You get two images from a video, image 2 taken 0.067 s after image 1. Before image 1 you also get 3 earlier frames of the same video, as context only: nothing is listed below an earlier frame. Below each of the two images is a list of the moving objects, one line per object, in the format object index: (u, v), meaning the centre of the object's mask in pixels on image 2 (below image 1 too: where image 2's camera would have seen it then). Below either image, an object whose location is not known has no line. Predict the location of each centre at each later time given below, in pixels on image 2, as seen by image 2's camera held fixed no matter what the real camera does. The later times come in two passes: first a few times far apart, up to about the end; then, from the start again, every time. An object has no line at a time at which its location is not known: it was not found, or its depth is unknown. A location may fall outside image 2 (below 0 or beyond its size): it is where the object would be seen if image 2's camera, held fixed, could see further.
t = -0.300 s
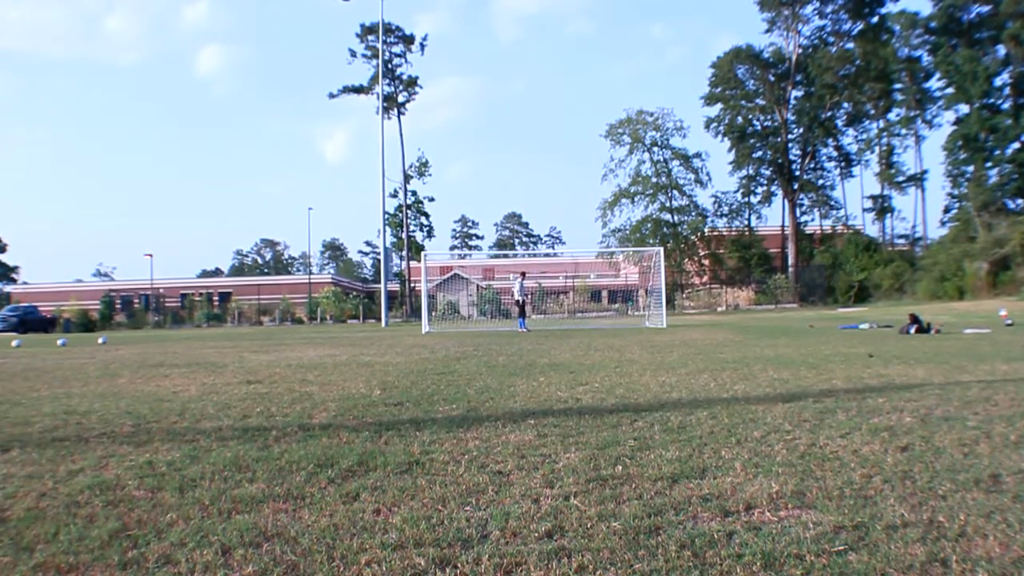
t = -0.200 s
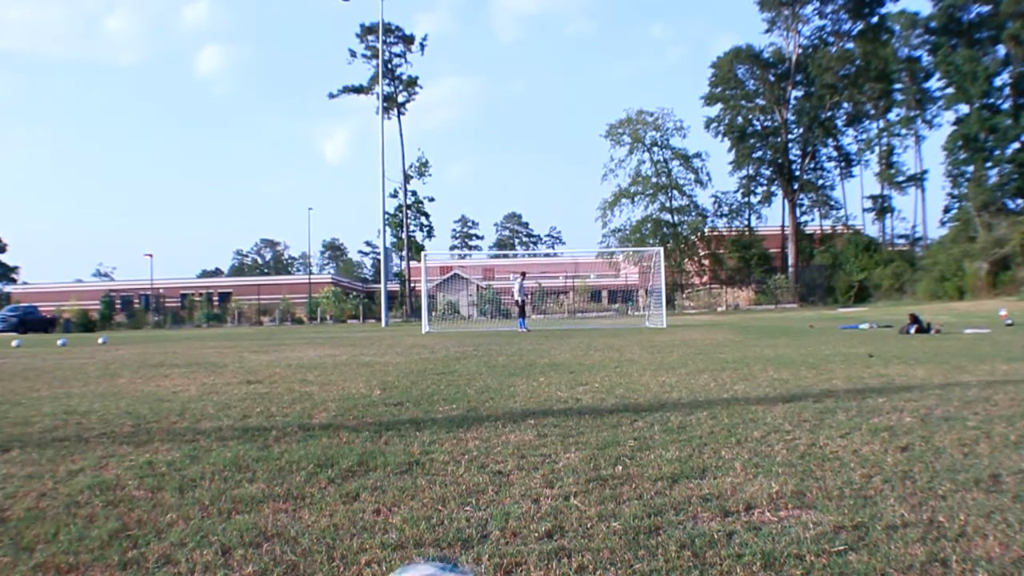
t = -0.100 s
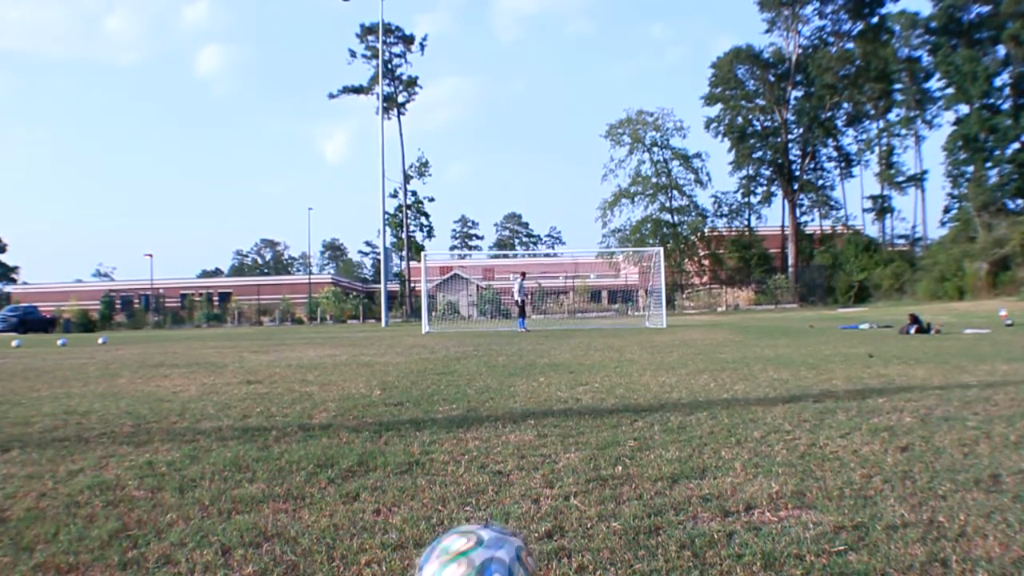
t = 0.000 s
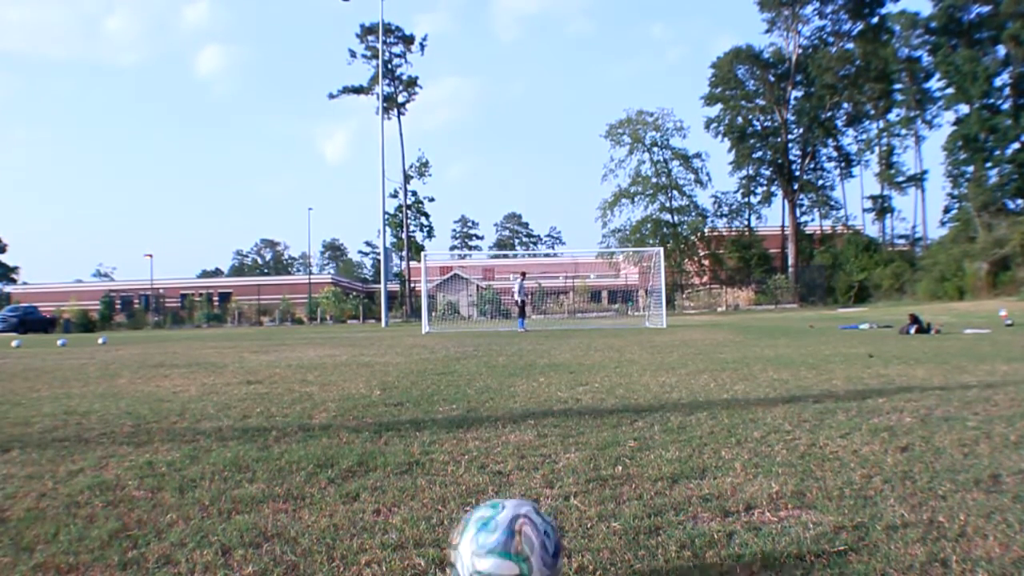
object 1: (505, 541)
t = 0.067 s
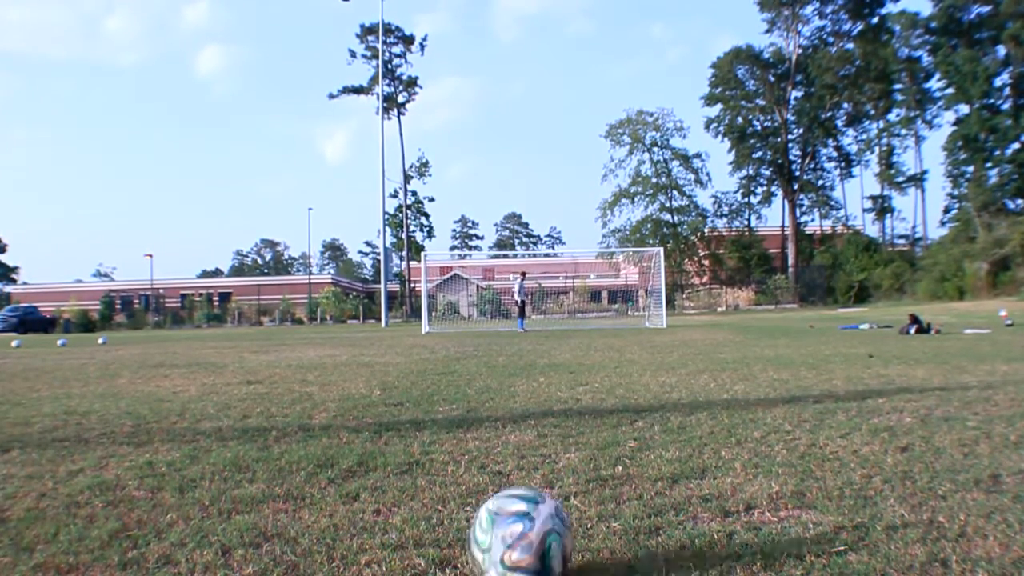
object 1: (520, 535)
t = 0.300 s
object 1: (561, 497)
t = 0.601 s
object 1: (587, 461)
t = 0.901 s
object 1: (606, 444)
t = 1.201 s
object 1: (621, 432)
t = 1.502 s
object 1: (643, 422)
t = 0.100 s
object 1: (527, 530)
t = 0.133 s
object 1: (533, 525)
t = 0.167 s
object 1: (539, 518)
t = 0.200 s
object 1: (545, 510)
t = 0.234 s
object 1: (551, 504)
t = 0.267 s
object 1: (556, 500)
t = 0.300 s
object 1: (561, 497)
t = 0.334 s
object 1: (564, 488)
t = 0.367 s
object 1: (568, 482)
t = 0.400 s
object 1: (570, 476)
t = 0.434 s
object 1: (574, 475)
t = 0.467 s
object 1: (577, 476)
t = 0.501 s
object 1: (579, 474)
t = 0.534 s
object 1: (582, 468)
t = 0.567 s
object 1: (585, 463)
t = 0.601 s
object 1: (587, 461)
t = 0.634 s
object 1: (589, 460)
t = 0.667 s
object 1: (592, 458)
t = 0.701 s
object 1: (594, 457)
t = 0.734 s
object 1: (597, 455)
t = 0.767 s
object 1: (599, 452)
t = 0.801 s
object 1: (601, 450)
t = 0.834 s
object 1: (603, 448)
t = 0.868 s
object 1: (605, 446)
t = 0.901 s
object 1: (606, 444)
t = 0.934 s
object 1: (607, 444)
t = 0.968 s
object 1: (609, 441)
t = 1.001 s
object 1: (611, 439)
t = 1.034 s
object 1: (613, 437)
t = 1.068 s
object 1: (614, 437)
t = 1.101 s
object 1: (616, 436)
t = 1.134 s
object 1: (617, 435)
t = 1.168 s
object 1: (619, 434)
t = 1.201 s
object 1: (621, 432)
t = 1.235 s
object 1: (624, 430)
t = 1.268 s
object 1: (627, 428)
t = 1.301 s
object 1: (629, 427)
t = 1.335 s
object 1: (631, 426)
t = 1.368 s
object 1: (634, 426)
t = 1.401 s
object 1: (636, 426)
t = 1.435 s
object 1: (639, 425)
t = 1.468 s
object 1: (641, 424)
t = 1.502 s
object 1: (643, 422)
